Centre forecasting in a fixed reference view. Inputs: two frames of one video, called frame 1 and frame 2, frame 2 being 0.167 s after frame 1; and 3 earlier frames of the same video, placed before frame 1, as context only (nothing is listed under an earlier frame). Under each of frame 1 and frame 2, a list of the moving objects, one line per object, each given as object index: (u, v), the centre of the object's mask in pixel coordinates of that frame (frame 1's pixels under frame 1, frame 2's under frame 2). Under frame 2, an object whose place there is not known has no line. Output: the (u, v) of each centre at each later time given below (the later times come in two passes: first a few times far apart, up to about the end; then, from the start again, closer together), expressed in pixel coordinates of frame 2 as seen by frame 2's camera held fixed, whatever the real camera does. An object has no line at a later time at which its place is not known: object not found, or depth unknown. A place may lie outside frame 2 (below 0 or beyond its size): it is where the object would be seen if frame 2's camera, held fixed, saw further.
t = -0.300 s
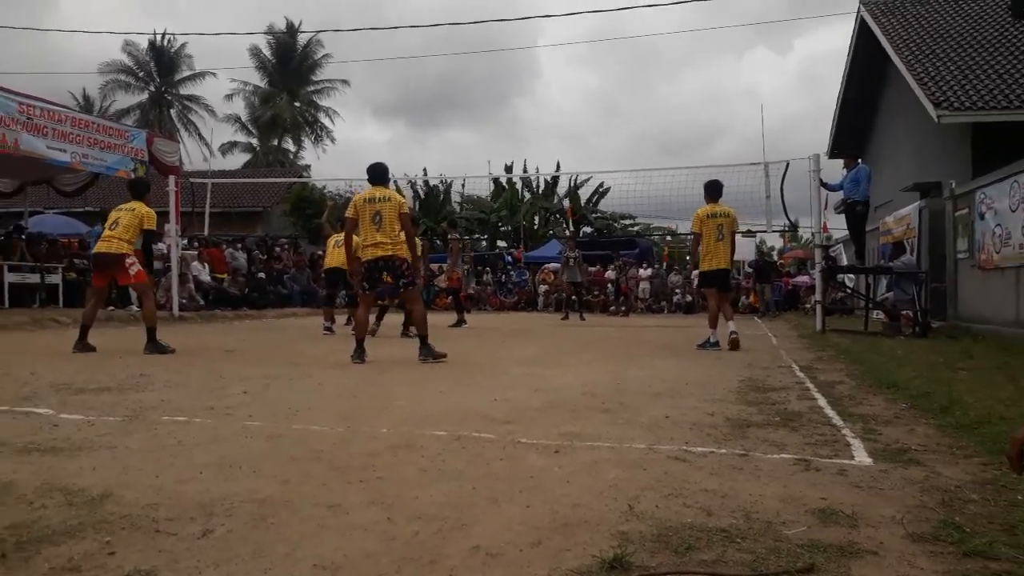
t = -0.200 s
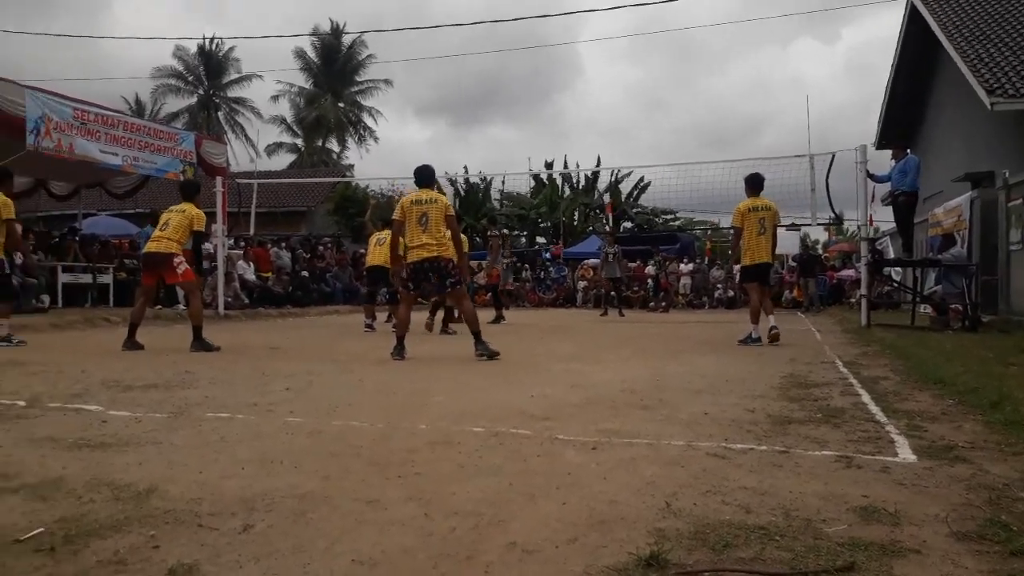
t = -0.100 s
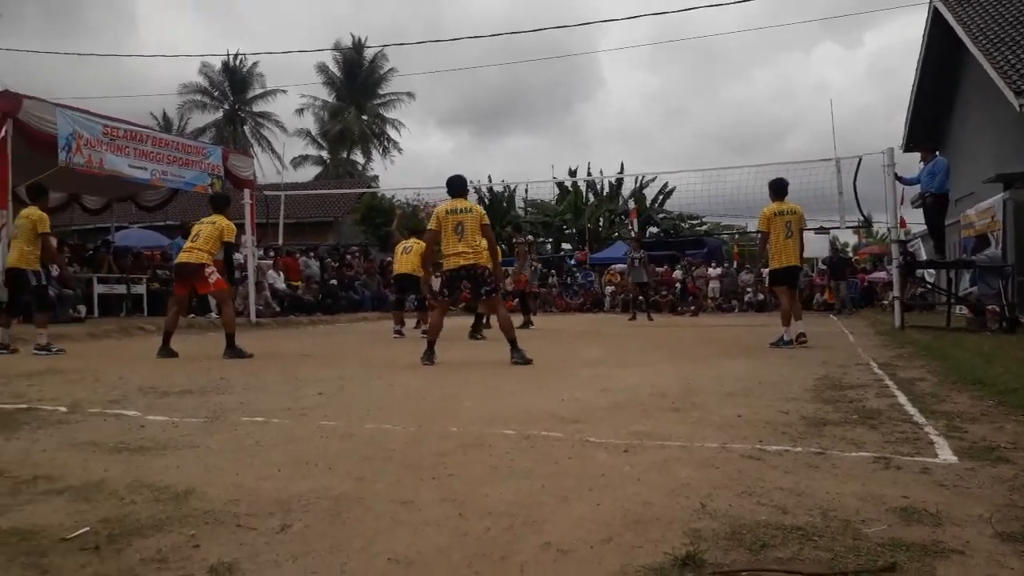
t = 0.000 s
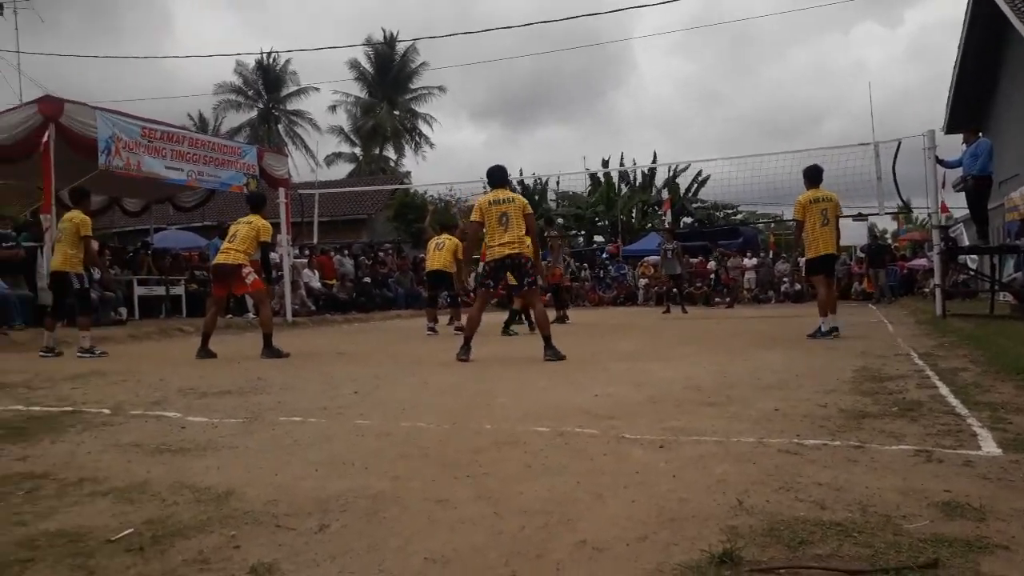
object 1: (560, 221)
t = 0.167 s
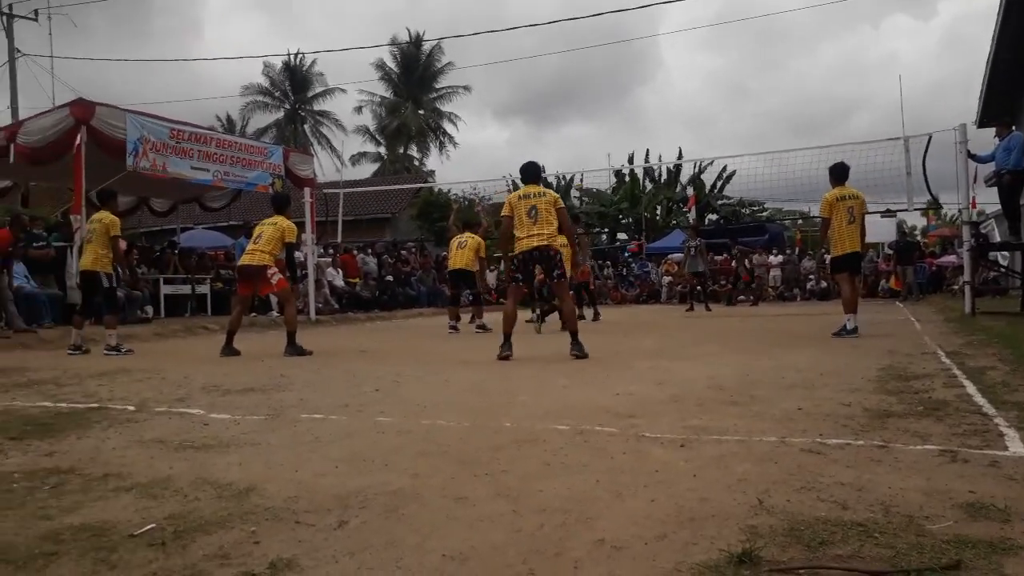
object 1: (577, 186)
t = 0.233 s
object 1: (576, 176)
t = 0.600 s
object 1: (562, 124)
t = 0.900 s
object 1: (544, 127)
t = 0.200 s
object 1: (577, 179)
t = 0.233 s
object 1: (576, 176)
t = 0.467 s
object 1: (567, 137)
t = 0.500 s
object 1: (566, 134)
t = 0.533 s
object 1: (564, 130)
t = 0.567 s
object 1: (562, 128)
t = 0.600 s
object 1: (562, 124)
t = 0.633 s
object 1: (561, 122)
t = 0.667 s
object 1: (558, 120)
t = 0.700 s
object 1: (557, 119)
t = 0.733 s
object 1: (555, 119)
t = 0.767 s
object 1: (552, 119)
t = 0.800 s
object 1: (549, 120)
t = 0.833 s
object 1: (546, 119)
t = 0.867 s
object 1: (545, 123)
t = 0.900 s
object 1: (544, 127)
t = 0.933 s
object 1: (540, 132)
